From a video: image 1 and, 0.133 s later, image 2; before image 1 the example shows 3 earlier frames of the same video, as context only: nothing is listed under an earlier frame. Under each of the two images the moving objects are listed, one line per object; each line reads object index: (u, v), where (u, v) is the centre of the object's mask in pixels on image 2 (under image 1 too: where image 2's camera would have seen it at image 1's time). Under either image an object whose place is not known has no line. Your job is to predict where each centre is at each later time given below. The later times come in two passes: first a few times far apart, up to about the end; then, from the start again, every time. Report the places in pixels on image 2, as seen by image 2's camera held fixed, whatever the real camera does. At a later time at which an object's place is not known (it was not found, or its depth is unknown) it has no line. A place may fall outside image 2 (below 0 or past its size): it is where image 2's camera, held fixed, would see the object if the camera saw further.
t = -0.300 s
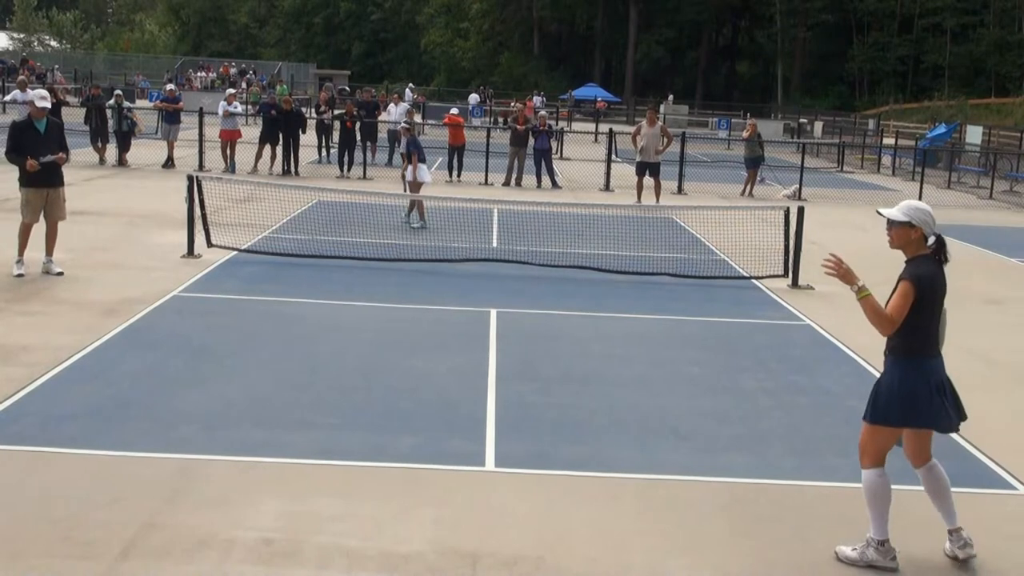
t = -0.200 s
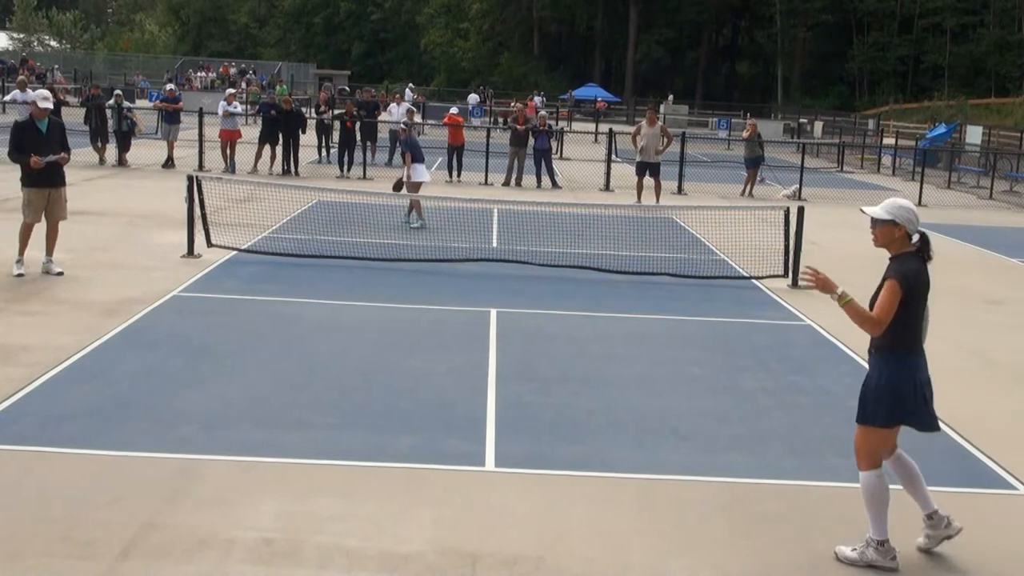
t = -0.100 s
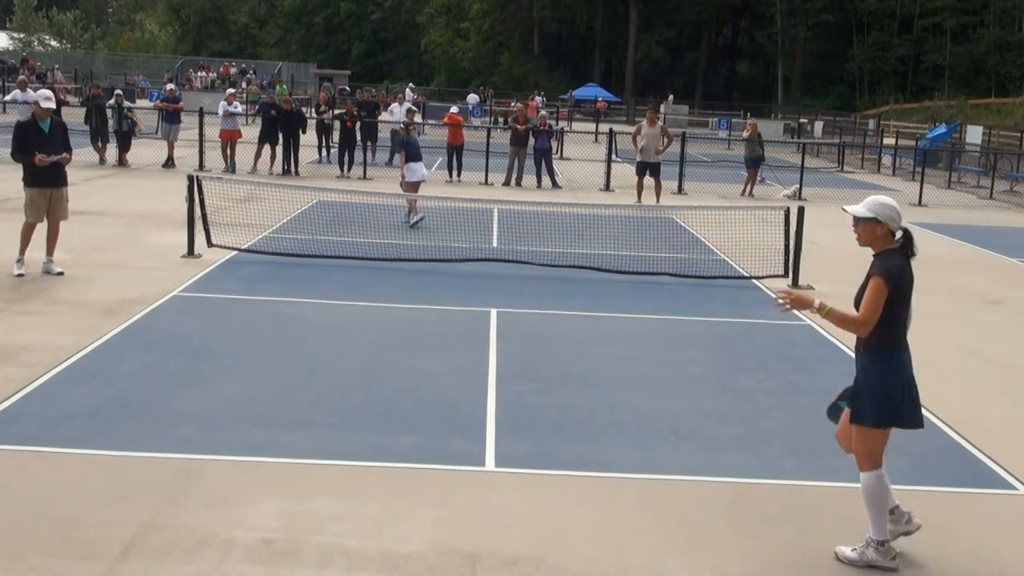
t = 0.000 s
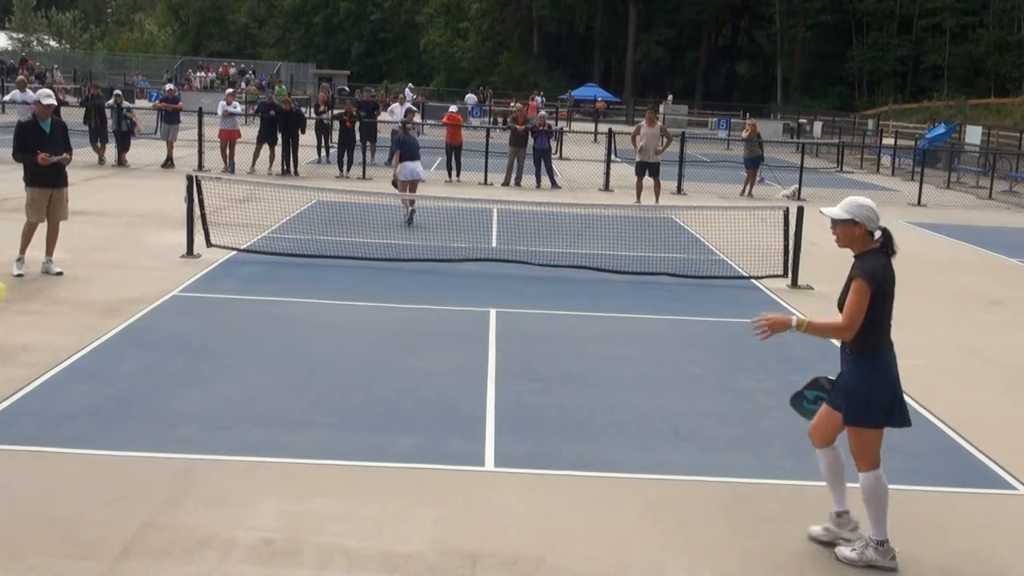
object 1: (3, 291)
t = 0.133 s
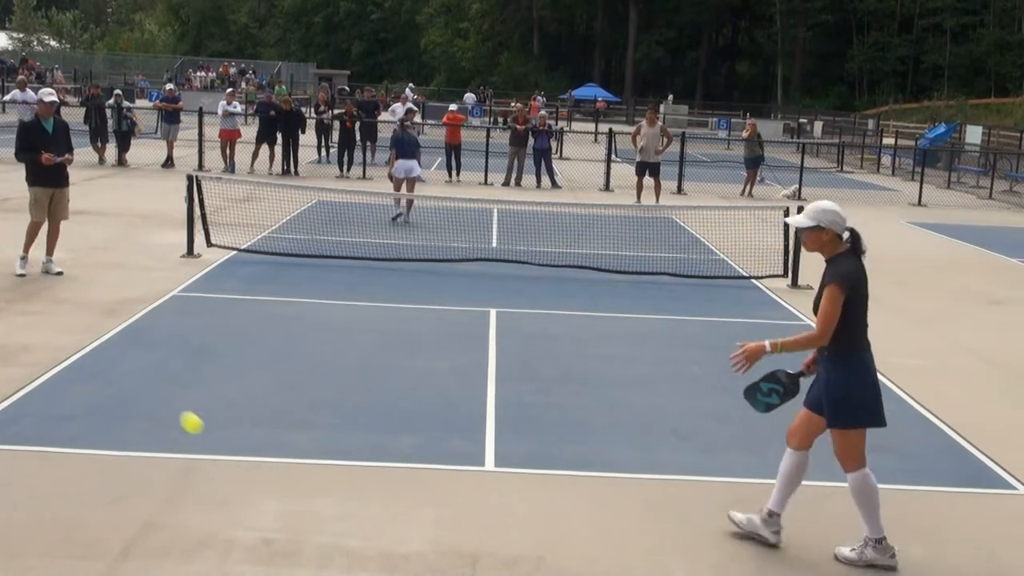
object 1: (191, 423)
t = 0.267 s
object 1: (348, 533)
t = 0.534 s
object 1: (482, 391)
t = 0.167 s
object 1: (236, 458)
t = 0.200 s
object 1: (279, 495)
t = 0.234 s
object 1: (320, 533)
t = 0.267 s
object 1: (348, 533)
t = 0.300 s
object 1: (365, 507)
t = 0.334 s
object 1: (382, 483)
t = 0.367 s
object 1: (400, 461)
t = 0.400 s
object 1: (416, 443)
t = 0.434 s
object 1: (432, 427)
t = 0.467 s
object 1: (450, 412)
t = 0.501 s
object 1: (466, 401)
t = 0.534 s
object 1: (482, 391)
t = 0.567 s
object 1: (499, 384)
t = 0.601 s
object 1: (514, 380)
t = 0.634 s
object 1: (530, 378)
